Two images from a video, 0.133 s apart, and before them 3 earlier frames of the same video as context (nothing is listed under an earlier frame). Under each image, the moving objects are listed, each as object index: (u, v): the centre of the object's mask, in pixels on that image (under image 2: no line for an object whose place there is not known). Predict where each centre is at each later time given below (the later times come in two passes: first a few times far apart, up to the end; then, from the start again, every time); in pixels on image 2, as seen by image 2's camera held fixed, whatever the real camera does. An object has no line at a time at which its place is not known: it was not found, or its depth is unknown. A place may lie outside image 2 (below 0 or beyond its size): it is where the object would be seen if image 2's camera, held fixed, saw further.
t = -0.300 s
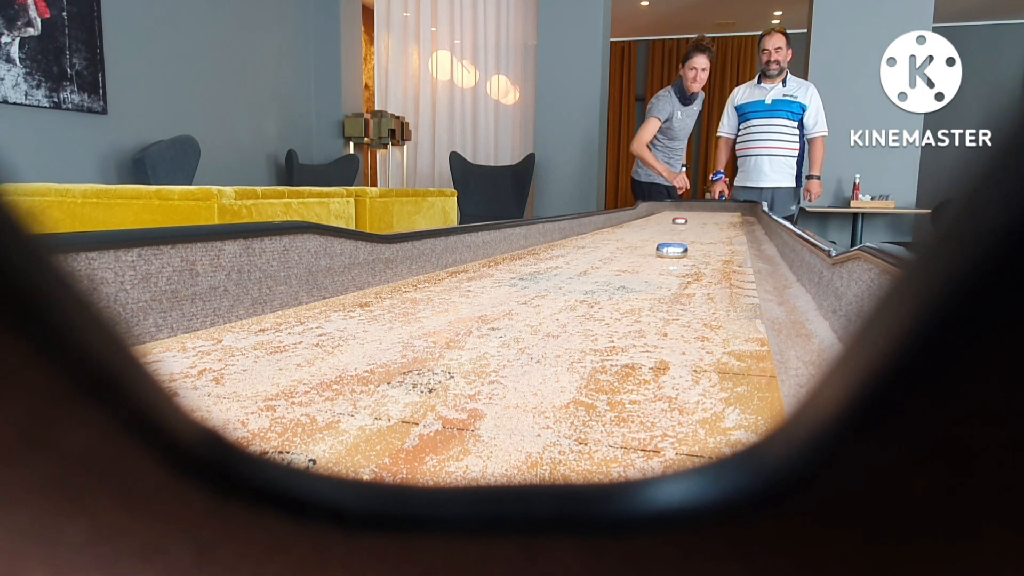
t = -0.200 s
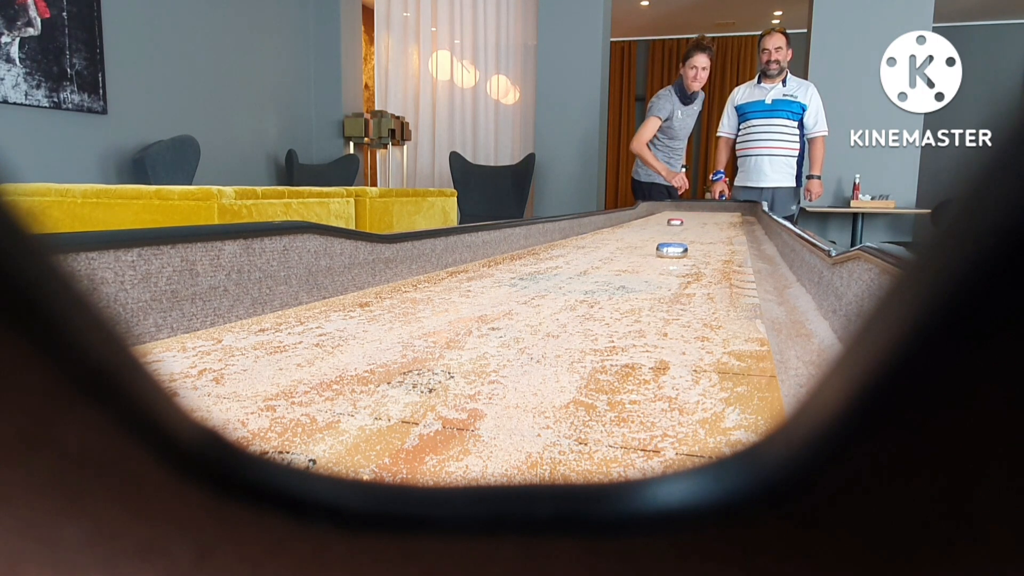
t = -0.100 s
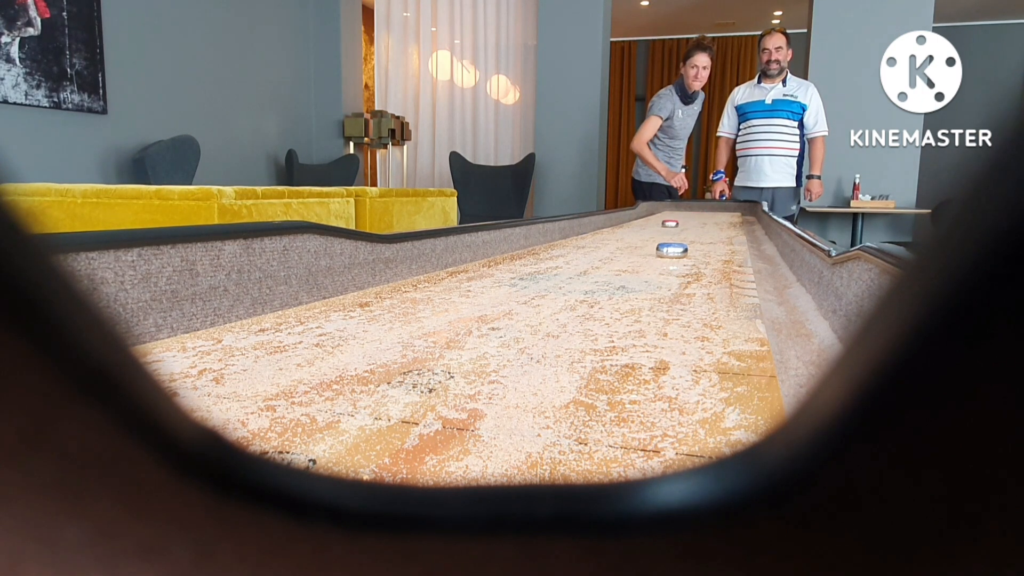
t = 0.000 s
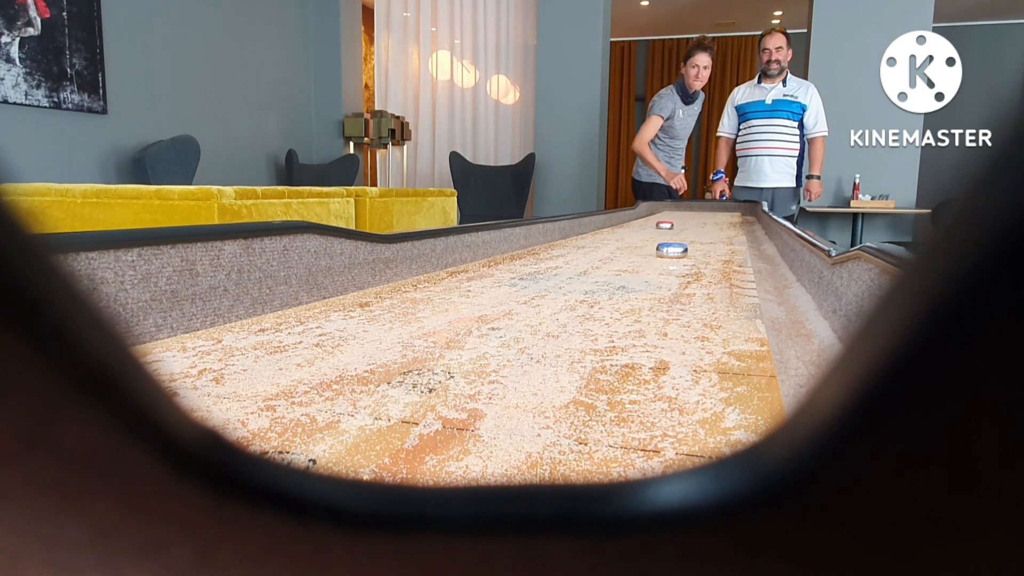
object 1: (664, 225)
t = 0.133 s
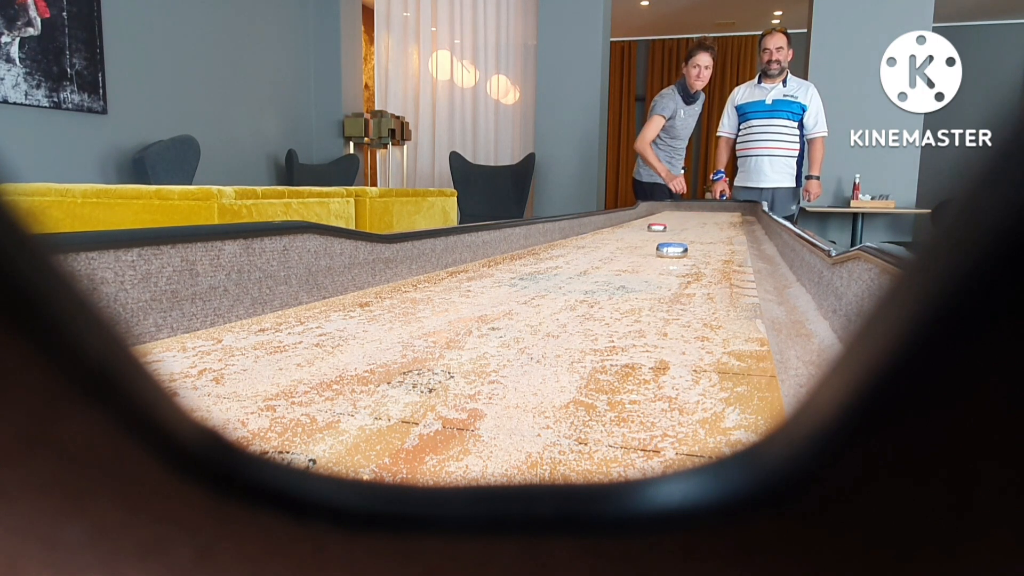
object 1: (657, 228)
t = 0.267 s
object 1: (648, 230)
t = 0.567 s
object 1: (624, 238)
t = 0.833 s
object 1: (597, 247)
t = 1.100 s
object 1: (562, 260)
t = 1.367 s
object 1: (515, 282)
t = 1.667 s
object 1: (421, 328)
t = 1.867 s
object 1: (290, 394)
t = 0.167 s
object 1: (655, 228)
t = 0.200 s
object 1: (653, 229)
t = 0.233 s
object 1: (650, 229)
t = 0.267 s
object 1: (648, 230)
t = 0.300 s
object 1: (646, 231)
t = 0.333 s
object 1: (643, 232)
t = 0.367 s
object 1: (641, 232)
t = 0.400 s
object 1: (638, 233)
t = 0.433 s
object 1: (636, 234)
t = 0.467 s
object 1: (633, 235)
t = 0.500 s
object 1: (630, 236)
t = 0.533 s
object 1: (627, 237)
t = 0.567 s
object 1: (624, 238)
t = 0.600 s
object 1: (621, 239)
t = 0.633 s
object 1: (618, 240)
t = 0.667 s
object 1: (615, 241)
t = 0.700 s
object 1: (612, 242)
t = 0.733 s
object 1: (608, 243)
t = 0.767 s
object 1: (605, 244)
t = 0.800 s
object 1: (601, 246)
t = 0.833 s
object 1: (597, 247)
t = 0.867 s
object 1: (593, 248)
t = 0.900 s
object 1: (589, 250)
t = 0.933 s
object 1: (585, 251)
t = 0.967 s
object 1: (581, 253)
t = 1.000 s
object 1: (576, 254)
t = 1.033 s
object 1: (572, 256)
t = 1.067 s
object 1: (567, 258)
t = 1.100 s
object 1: (562, 260)
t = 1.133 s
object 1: (557, 262)
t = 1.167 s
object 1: (552, 265)
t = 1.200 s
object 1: (546, 267)
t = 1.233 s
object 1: (540, 270)
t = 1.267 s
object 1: (535, 273)
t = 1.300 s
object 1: (528, 276)
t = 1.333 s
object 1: (522, 278)
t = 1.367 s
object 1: (515, 282)
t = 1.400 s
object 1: (507, 285)
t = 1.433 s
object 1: (499, 289)
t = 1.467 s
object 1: (490, 293)
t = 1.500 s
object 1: (481, 298)
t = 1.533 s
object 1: (471, 303)
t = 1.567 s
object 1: (460, 308)
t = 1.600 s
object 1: (448, 314)
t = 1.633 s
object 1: (435, 321)
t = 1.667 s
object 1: (421, 328)
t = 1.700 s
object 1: (405, 336)
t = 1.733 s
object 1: (387, 345)
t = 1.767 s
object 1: (368, 355)
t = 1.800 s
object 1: (345, 366)
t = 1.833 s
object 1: (319, 378)
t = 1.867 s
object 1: (290, 394)
